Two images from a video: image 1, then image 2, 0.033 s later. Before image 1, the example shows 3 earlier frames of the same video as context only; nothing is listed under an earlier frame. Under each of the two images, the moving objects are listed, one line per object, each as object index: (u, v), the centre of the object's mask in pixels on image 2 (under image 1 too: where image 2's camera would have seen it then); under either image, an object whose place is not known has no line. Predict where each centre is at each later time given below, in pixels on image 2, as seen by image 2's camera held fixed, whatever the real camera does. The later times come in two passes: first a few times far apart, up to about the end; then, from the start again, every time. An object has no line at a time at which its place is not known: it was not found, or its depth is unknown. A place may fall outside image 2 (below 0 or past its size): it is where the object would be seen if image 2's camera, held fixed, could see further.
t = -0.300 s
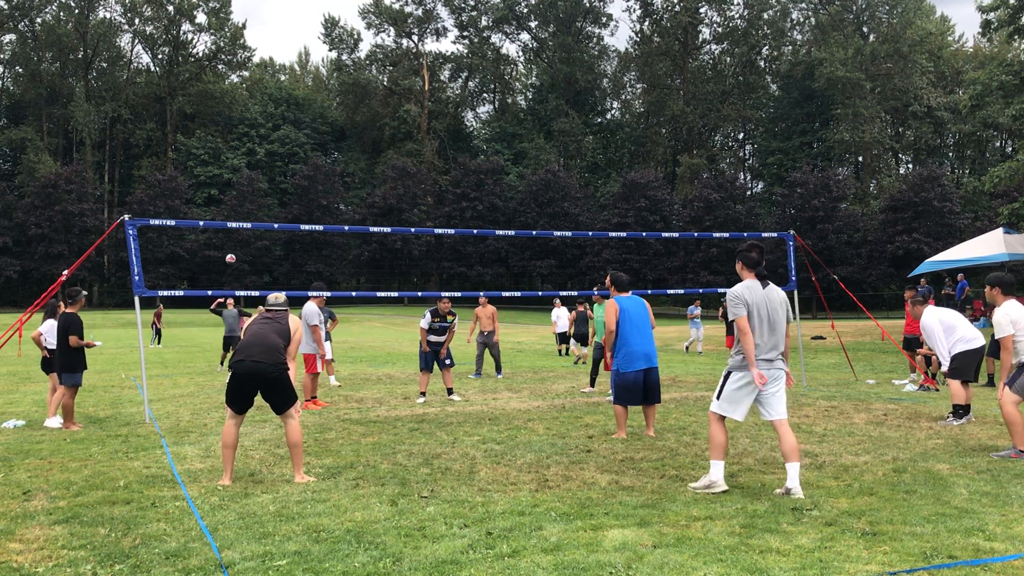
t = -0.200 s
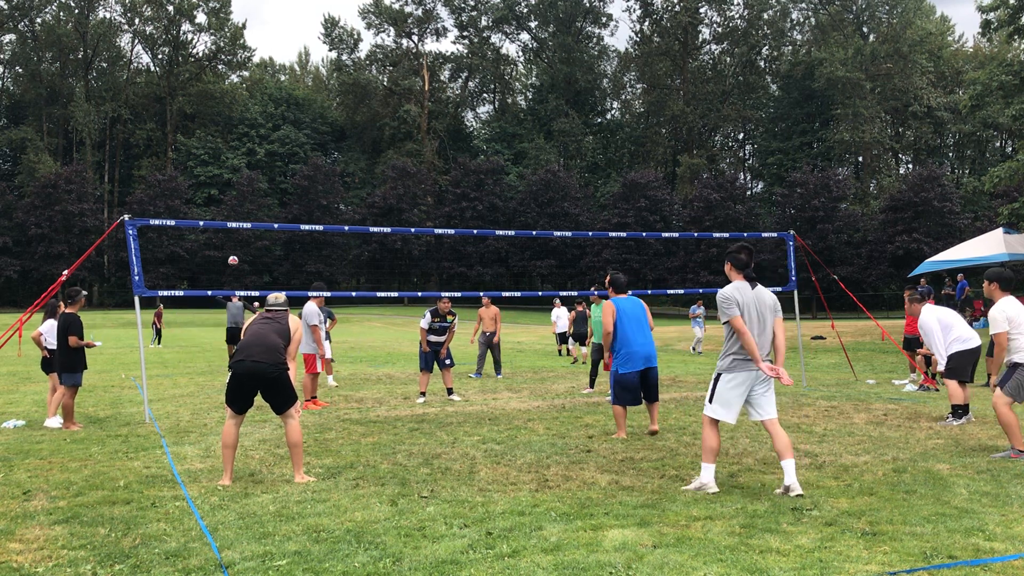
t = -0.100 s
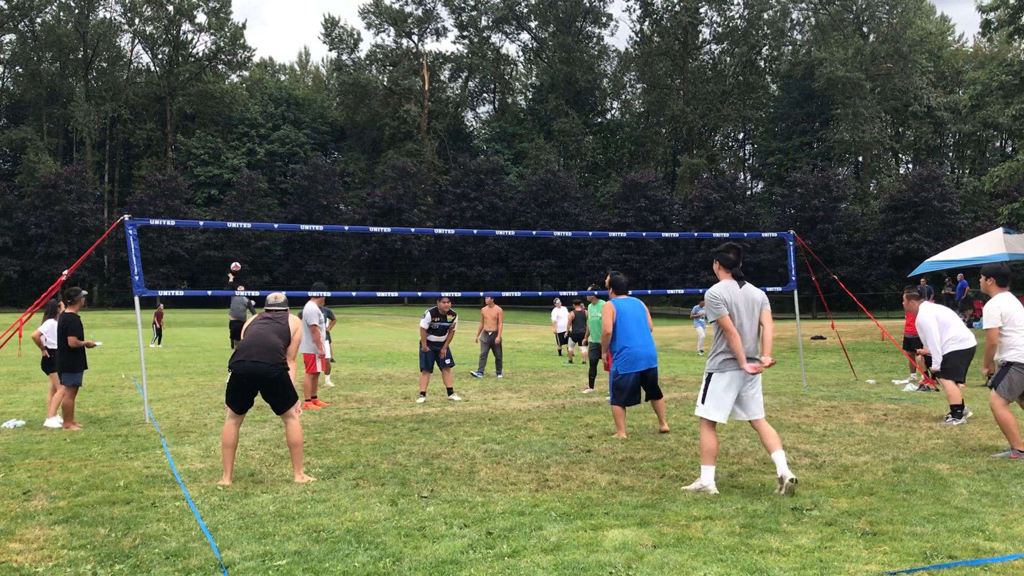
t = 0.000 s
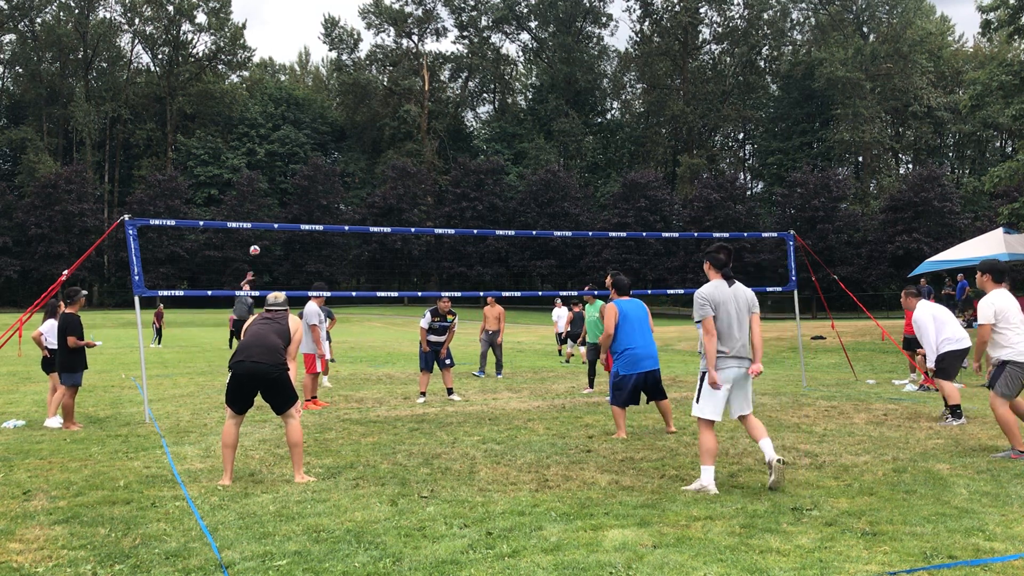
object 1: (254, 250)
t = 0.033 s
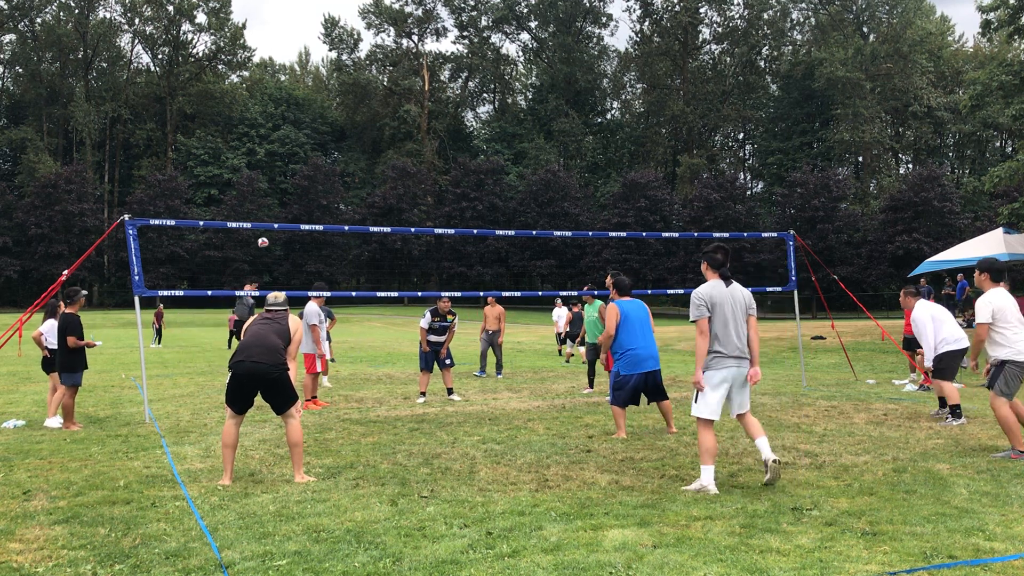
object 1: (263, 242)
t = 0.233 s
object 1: (316, 206)
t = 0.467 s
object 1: (386, 190)
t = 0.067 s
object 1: (271, 235)
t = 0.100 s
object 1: (280, 231)
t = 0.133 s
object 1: (289, 221)
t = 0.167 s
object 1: (298, 216)
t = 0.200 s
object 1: (307, 211)
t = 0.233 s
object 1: (316, 206)
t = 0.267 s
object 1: (325, 202)
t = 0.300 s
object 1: (335, 198)
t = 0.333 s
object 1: (344, 195)
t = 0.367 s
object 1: (354, 192)
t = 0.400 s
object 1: (365, 191)
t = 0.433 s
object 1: (375, 190)
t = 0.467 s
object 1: (386, 190)
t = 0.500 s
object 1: (397, 191)
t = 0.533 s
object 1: (409, 192)
